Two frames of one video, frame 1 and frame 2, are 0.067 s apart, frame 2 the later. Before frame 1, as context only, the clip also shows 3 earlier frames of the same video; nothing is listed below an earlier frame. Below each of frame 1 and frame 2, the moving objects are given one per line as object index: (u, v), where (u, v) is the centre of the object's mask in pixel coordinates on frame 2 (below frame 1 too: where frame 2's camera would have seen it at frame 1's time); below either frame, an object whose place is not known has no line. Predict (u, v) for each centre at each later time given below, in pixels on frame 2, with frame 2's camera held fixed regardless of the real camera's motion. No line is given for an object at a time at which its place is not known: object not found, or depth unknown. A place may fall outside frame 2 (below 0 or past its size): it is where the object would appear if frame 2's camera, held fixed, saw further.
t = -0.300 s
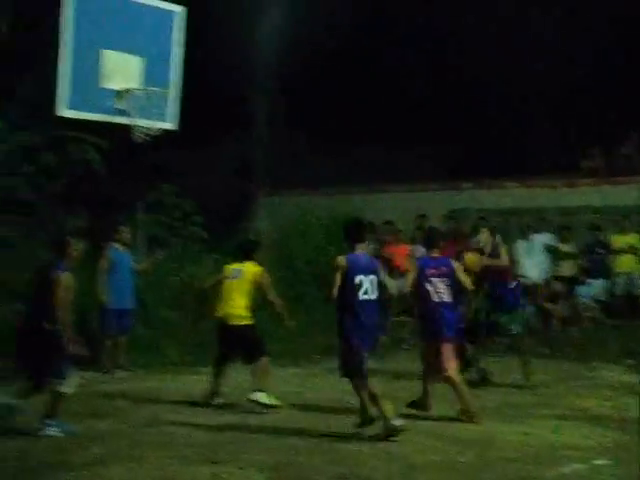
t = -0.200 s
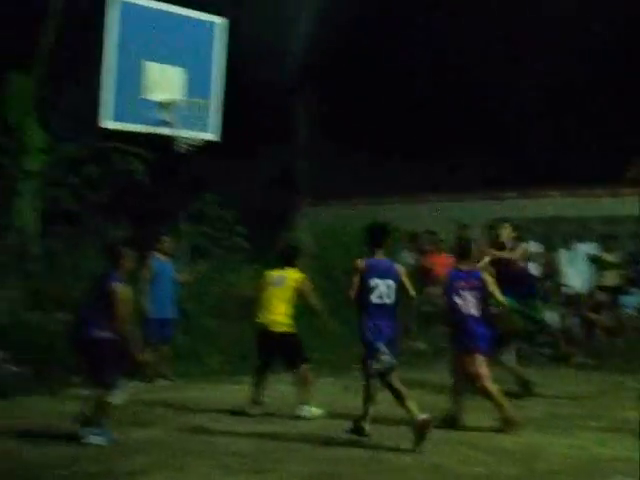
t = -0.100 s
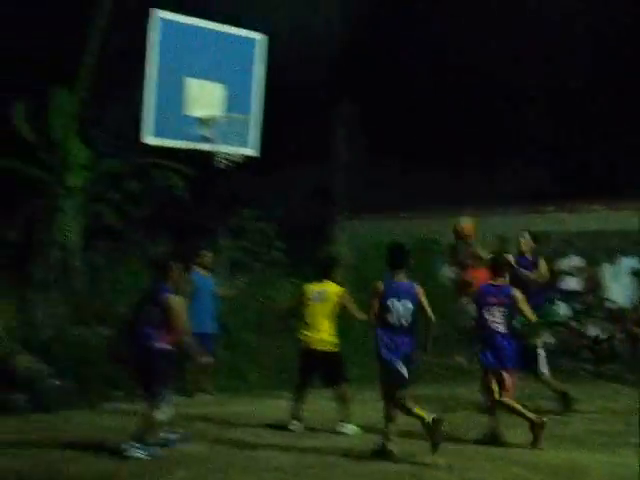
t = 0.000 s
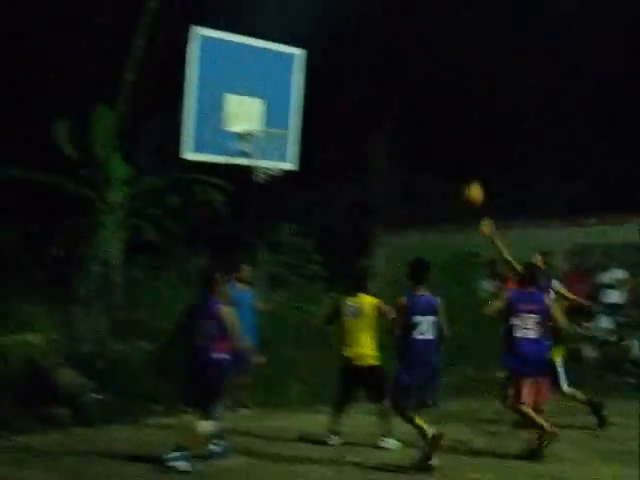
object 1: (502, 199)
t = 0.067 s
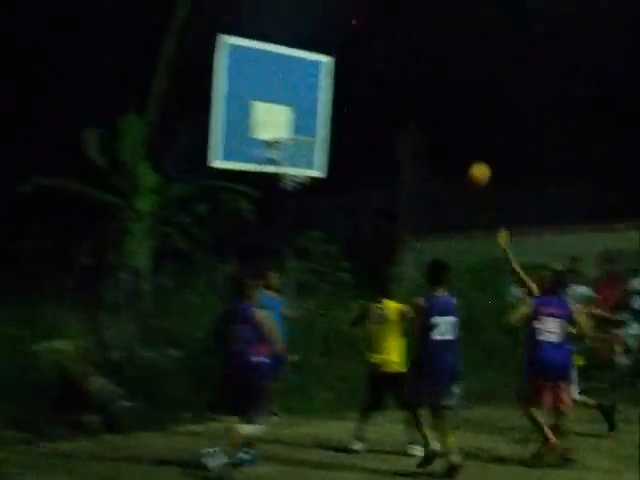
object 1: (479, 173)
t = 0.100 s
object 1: (468, 161)
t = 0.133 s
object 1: (458, 151)
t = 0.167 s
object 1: (448, 142)
